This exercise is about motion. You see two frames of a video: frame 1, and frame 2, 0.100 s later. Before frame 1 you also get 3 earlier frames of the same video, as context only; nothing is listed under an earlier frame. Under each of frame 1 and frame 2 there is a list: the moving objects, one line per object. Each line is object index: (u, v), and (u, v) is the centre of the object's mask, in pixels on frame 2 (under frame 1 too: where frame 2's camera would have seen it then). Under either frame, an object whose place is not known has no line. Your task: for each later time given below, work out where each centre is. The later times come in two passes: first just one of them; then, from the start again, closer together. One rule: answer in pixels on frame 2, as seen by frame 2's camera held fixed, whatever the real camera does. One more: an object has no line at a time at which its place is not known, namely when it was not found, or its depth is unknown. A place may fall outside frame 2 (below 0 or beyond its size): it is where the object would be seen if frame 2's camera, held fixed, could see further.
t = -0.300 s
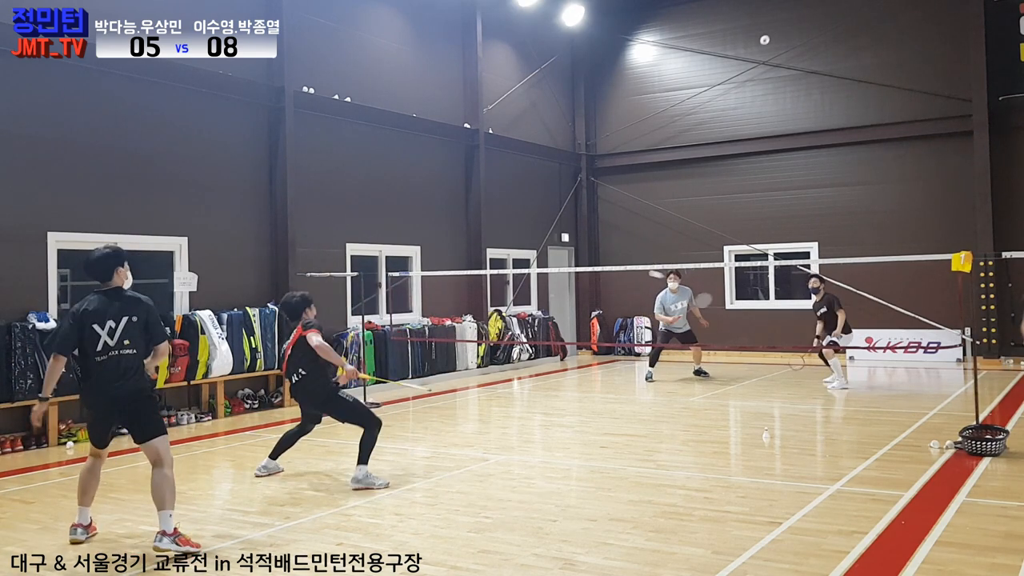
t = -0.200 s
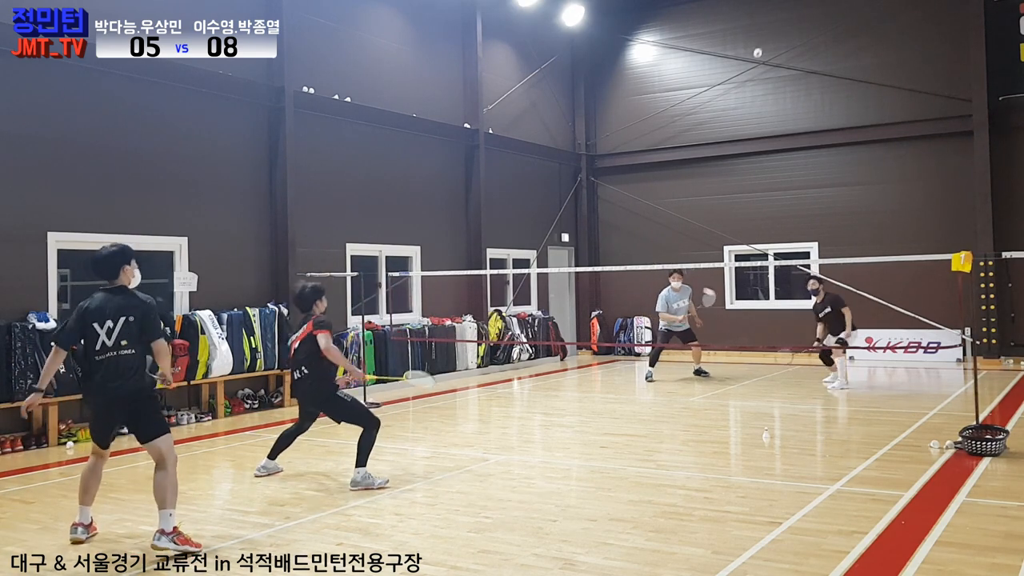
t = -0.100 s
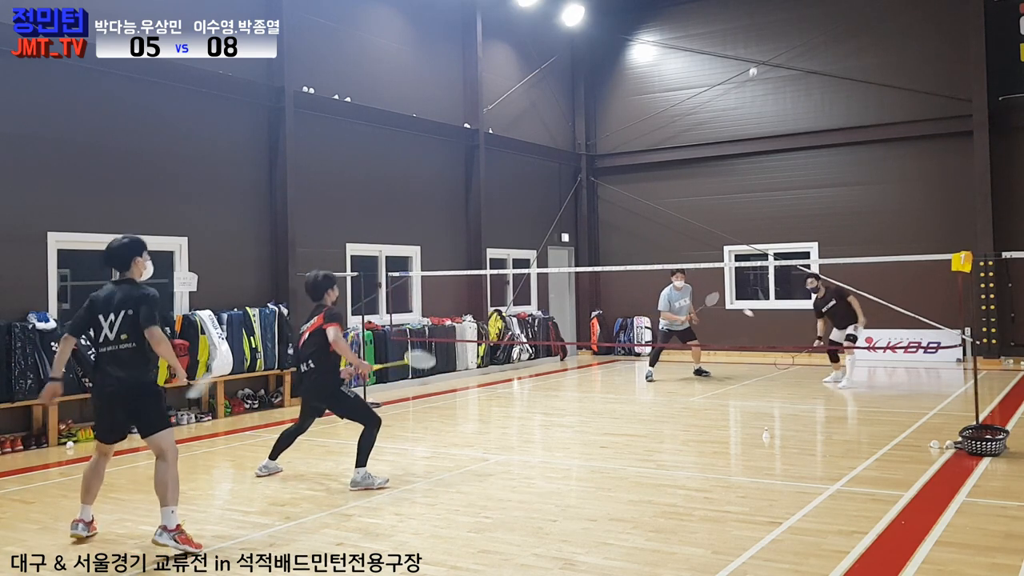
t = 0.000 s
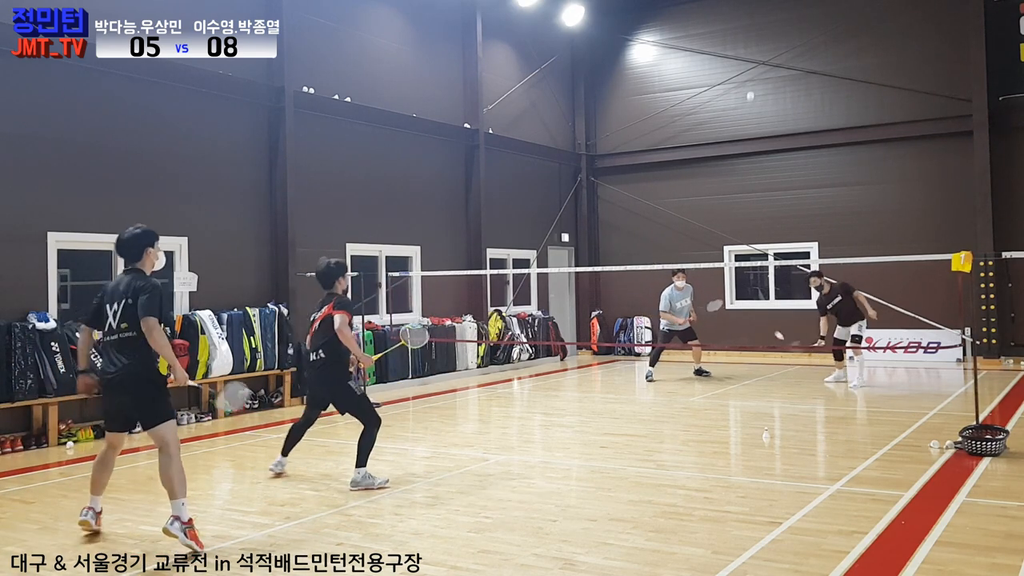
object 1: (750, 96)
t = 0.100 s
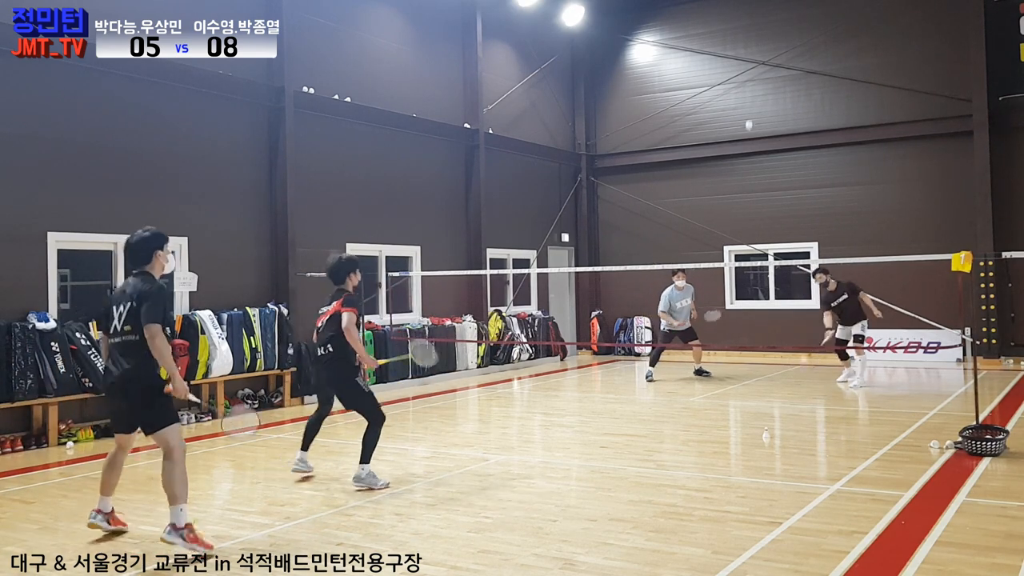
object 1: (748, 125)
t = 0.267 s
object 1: (748, 180)
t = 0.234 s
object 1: (748, 168)
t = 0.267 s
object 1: (748, 180)
